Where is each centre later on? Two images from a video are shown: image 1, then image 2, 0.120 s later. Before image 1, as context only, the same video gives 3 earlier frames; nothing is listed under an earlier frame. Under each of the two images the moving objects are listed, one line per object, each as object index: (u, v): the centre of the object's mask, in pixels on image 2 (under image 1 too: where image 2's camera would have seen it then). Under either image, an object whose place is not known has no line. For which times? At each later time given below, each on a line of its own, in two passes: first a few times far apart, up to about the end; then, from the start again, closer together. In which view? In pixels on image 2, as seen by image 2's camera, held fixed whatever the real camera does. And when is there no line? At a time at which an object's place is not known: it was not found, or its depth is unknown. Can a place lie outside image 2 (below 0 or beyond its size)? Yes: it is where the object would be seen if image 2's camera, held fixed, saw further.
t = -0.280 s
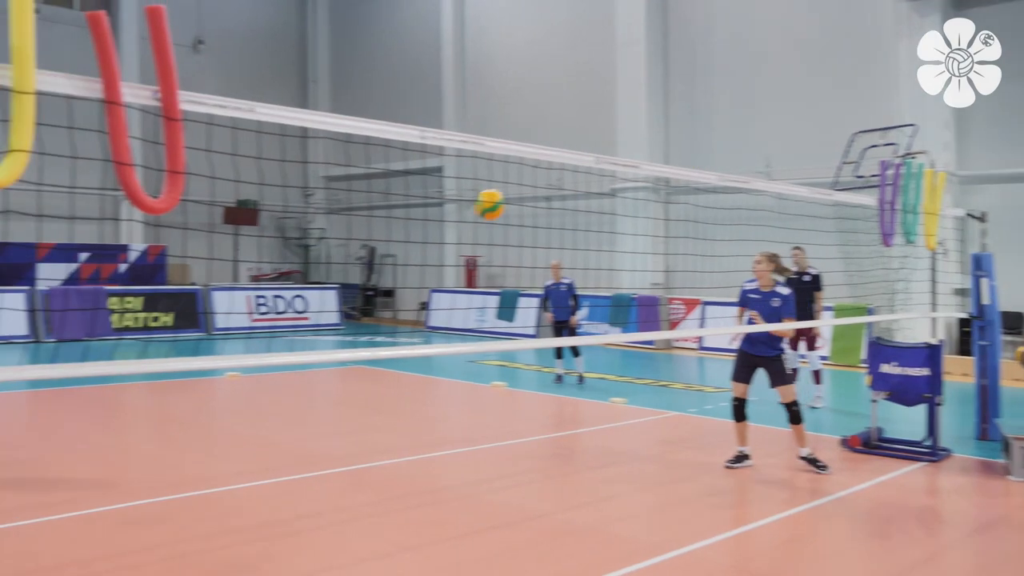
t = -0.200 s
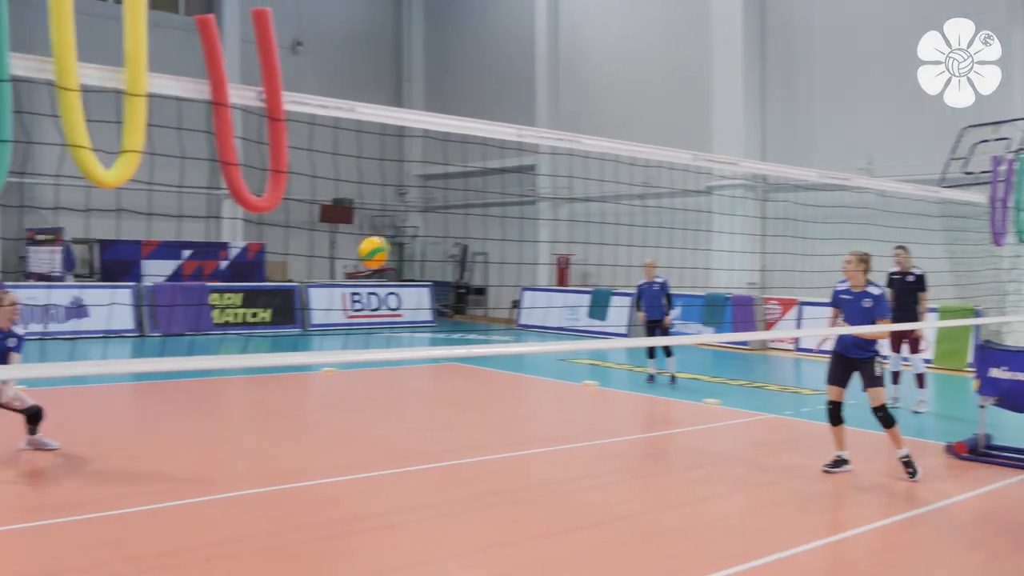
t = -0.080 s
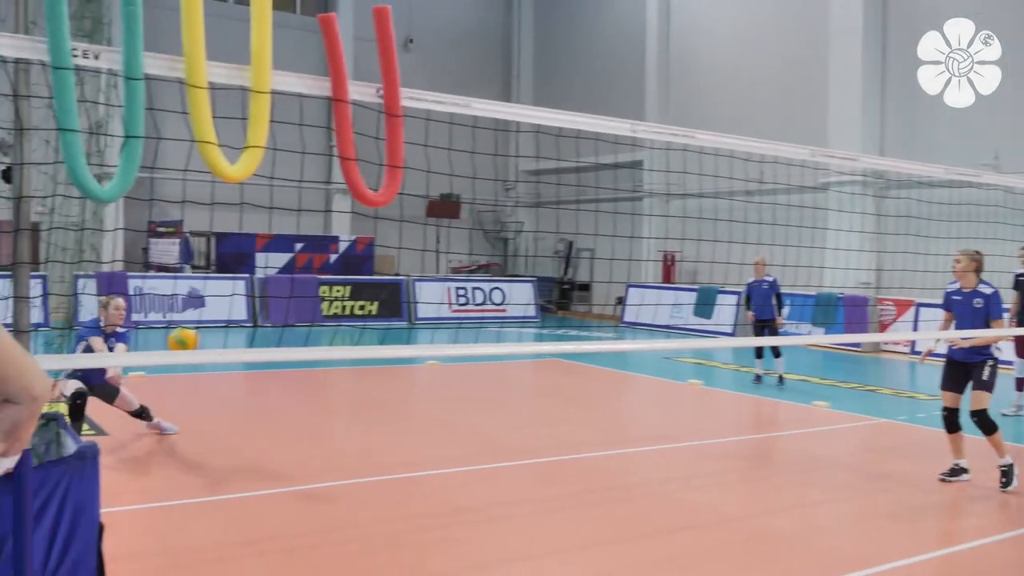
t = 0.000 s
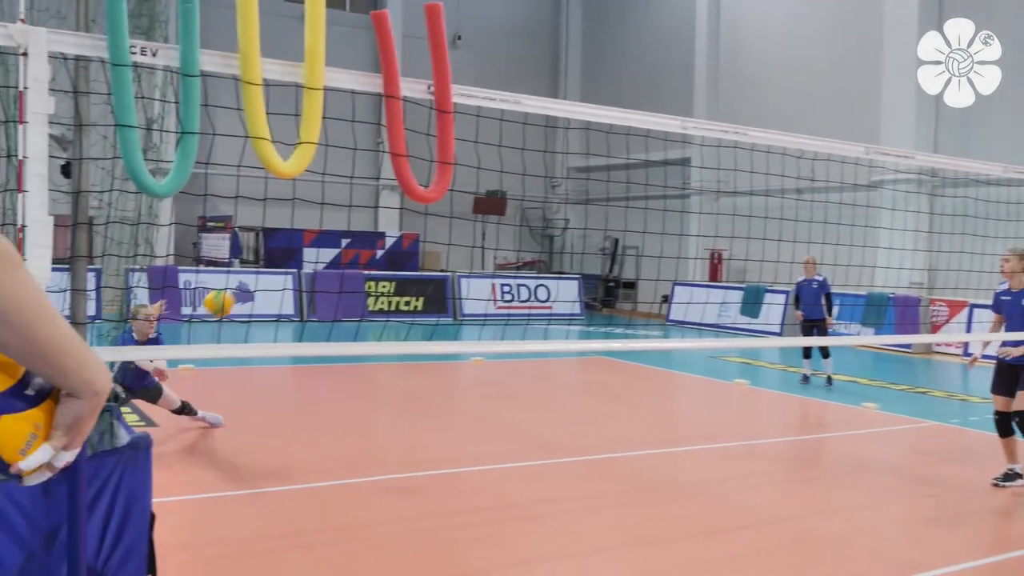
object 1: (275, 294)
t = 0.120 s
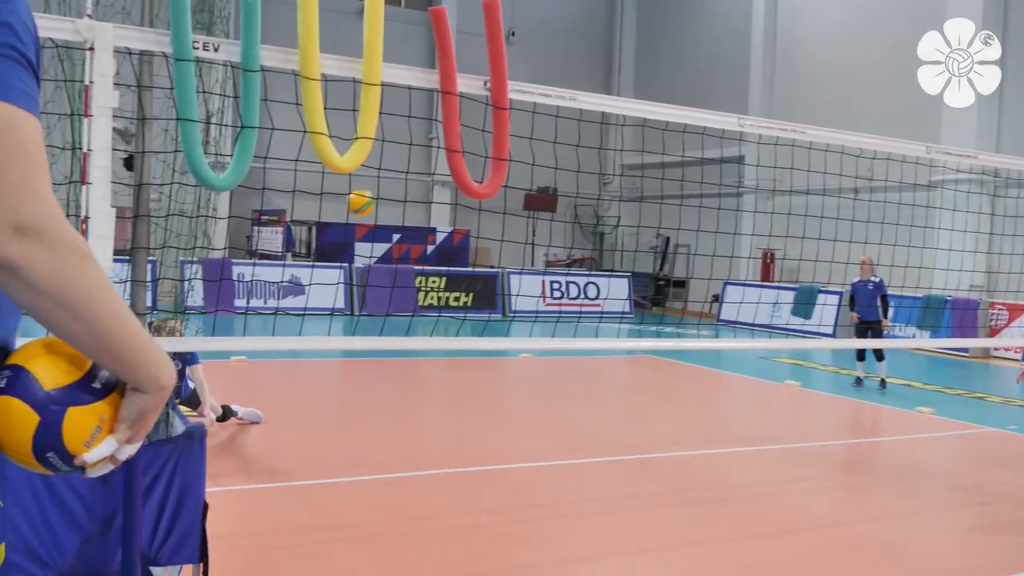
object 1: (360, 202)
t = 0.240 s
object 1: (434, 135)
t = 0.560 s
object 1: (600, 60)
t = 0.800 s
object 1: (682, 84)
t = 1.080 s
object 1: (755, 166)
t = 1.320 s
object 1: (806, 274)
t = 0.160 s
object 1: (386, 177)
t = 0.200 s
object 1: (412, 155)
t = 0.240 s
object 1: (434, 135)
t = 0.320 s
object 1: (480, 104)
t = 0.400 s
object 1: (526, 75)
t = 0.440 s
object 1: (546, 71)
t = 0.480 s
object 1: (565, 66)
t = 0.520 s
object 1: (583, 62)
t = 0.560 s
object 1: (600, 60)
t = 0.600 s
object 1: (615, 60)
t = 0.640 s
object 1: (630, 62)
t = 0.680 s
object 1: (644, 65)
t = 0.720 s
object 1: (658, 69)
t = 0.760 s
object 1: (670, 76)
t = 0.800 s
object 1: (682, 84)
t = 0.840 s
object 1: (694, 92)
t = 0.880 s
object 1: (705, 102)
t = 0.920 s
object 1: (717, 108)
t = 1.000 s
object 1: (737, 139)
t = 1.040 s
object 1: (746, 151)
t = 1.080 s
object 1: (755, 166)
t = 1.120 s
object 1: (764, 182)
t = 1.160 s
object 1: (773, 198)
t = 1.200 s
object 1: (782, 216)
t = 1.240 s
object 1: (789, 235)
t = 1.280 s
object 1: (798, 253)
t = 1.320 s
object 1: (806, 274)
